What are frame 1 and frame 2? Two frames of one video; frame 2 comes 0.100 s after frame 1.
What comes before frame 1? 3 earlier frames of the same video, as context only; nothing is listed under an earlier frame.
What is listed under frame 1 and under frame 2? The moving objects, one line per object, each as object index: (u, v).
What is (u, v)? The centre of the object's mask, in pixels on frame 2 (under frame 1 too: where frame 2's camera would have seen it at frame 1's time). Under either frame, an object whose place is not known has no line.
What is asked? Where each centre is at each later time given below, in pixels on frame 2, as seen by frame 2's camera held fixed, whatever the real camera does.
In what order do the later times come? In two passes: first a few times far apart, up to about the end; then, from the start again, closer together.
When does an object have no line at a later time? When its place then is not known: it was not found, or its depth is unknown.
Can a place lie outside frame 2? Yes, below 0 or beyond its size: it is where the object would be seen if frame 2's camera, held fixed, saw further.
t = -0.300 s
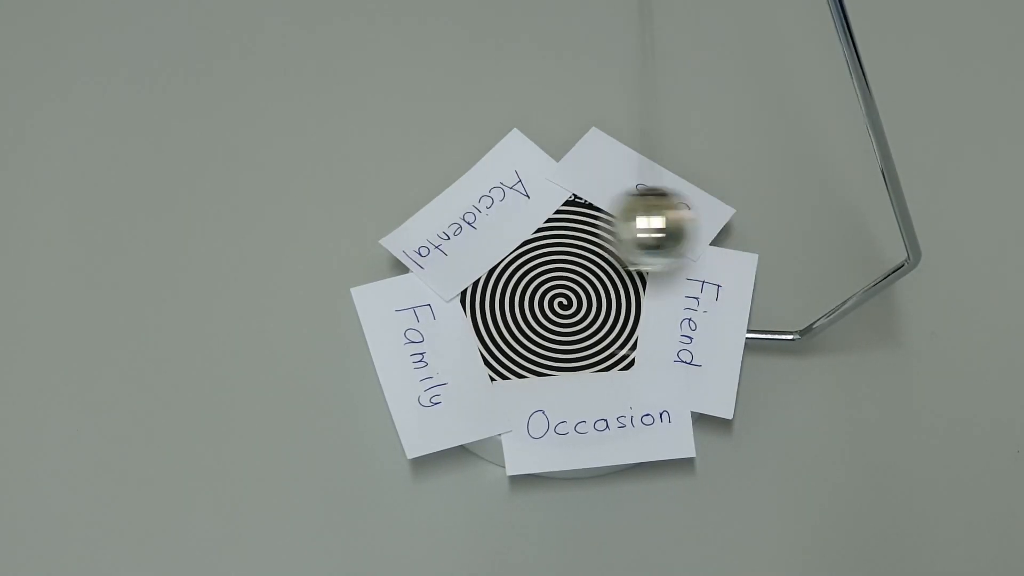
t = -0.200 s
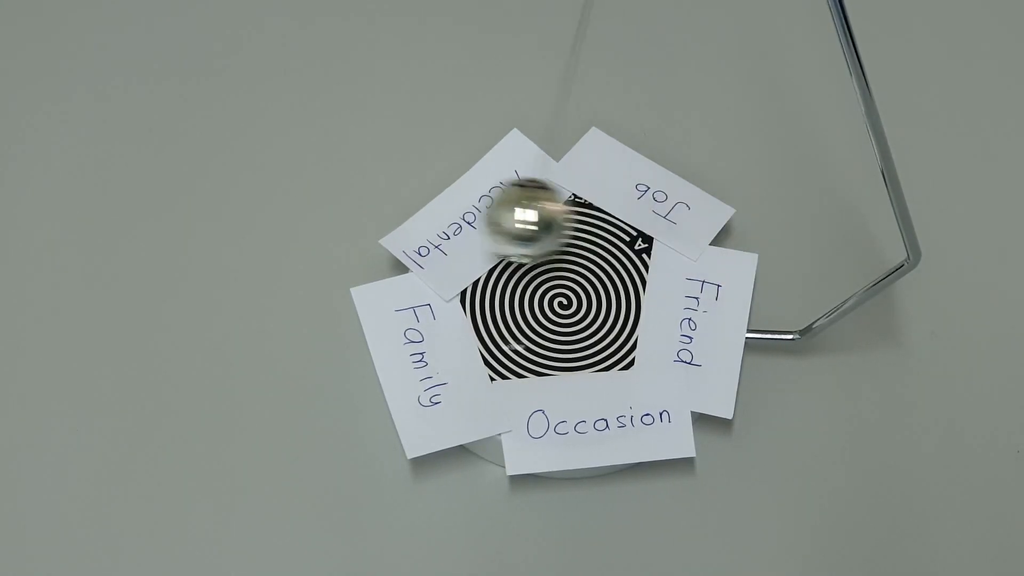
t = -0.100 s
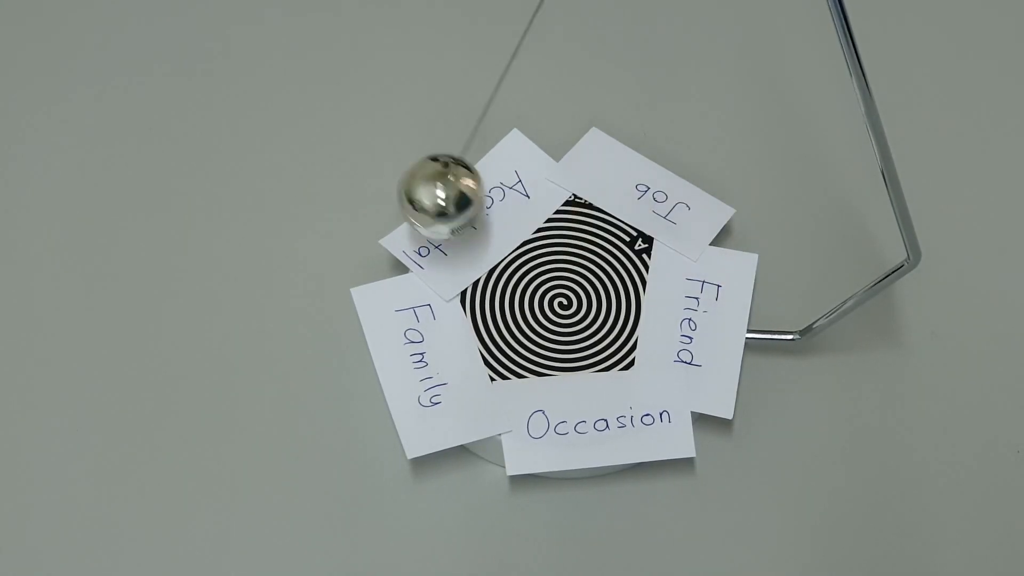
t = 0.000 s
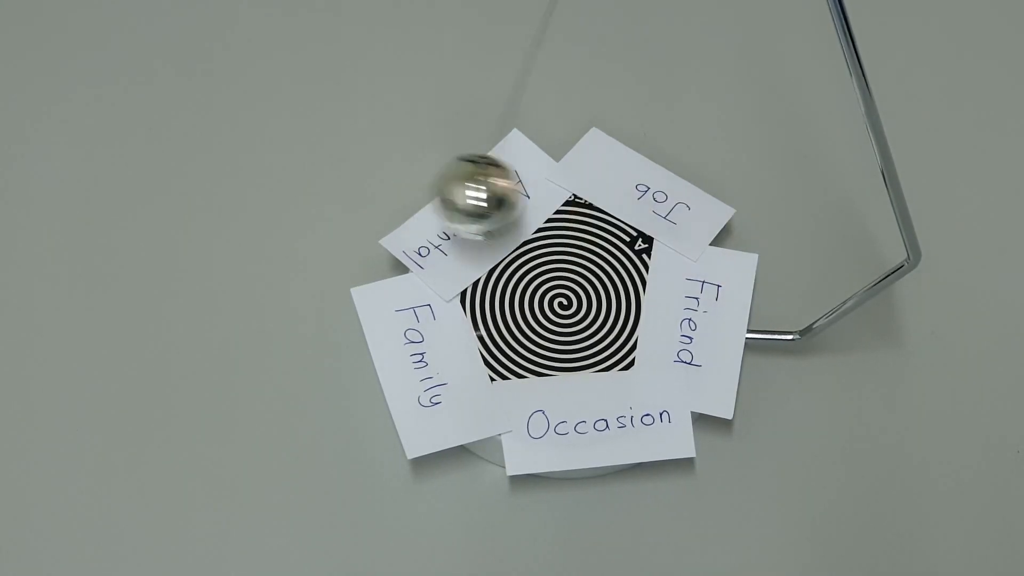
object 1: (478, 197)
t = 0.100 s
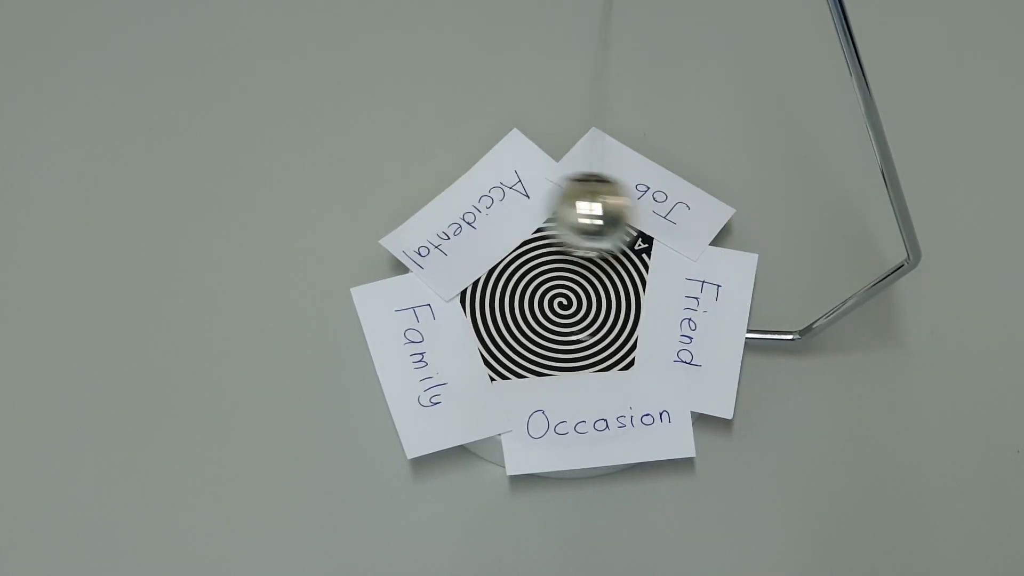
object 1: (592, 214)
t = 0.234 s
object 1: (736, 228)
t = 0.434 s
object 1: (596, 230)
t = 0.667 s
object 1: (468, 199)
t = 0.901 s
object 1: (690, 252)
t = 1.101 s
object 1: (637, 218)
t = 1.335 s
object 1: (465, 217)
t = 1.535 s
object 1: (575, 189)
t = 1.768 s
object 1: (673, 238)
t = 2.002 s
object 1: (610, 350)
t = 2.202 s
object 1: (553, 278)
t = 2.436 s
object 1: (586, 160)
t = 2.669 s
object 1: (571, 227)
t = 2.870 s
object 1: (534, 300)
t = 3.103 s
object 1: (604, 342)
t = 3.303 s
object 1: (662, 258)
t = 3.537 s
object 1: (640, 225)
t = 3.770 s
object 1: (664, 334)
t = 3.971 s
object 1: (638, 241)
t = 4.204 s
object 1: (672, 244)
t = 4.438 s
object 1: (634, 328)
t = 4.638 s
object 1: (666, 274)
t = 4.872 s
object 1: (663, 198)
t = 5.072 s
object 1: (644, 261)
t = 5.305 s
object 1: (618, 233)
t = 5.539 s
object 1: (678, 233)
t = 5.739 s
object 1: (634, 218)
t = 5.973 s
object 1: (654, 225)
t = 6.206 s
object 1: (688, 230)
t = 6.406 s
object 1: (650, 225)
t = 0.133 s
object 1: (631, 216)
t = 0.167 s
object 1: (679, 219)
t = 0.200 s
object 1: (715, 223)
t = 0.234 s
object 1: (736, 228)
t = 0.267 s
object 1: (743, 234)
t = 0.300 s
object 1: (731, 240)
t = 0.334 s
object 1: (706, 246)
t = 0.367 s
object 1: (668, 246)
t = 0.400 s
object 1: (629, 240)
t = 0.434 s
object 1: (596, 230)
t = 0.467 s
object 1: (563, 218)
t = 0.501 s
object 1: (533, 206)
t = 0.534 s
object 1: (506, 193)
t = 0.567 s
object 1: (477, 184)
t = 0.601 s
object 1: (460, 182)
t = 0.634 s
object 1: (457, 187)
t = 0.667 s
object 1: (468, 199)
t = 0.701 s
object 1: (493, 213)
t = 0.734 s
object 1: (521, 224)
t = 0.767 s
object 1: (552, 233)
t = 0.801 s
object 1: (585, 241)
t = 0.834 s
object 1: (618, 248)
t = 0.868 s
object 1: (658, 253)
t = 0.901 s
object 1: (690, 252)
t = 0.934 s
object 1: (716, 243)
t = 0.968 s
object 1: (729, 233)
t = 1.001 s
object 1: (725, 225)
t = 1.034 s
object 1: (708, 219)
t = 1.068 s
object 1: (676, 216)
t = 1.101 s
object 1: (637, 218)
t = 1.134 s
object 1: (605, 222)
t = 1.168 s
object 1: (575, 224)
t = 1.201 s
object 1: (547, 226)
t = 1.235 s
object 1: (521, 227)
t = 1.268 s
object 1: (496, 226)
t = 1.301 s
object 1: (477, 223)
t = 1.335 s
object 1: (465, 217)
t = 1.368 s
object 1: (465, 210)
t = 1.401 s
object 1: (477, 204)
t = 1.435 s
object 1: (498, 198)
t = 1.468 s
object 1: (521, 193)
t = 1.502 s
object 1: (547, 191)
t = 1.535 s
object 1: (575, 189)
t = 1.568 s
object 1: (606, 183)
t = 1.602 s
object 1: (634, 174)
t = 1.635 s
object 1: (653, 171)
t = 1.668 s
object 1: (669, 175)
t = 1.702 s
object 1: (679, 187)
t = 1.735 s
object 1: (682, 208)
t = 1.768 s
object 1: (673, 238)
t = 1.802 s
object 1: (661, 261)
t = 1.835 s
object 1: (646, 282)
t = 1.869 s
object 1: (633, 304)
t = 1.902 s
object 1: (623, 325)
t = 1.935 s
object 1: (619, 340)
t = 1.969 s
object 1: (615, 348)
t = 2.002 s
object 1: (610, 350)
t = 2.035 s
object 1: (603, 346)
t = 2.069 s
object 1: (593, 336)
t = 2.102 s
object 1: (582, 323)
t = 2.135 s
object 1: (570, 308)
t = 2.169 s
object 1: (560, 294)
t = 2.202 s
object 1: (553, 278)
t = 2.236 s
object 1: (548, 262)
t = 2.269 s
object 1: (546, 246)
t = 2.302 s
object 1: (547, 230)
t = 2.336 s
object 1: (549, 214)
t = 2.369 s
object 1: (555, 197)
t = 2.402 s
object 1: (567, 178)
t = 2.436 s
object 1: (586, 160)
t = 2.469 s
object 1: (605, 150)
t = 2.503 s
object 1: (617, 150)
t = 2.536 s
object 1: (620, 161)
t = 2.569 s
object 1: (616, 178)
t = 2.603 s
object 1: (602, 197)
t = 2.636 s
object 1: (586, 213)
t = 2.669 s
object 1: (571, 227)
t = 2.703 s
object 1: (558, 241)
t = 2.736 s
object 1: (548, 253)
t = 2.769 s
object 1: (541, 266)
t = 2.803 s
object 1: (536, 278)
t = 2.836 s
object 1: (534, 290)
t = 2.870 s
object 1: (534, 300)
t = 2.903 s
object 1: (537, 310)
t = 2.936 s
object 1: (545, 319)
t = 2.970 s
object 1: (557, 328)
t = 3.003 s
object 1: (572, 337)
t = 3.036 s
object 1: (586, 344)
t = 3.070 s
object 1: (597, 345)
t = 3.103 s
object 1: (604, 342)
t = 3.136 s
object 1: (609, 334)
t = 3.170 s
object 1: (613, 322)
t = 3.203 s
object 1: (620, 306)
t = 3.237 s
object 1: (633, 289)
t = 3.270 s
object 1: (648, 273)
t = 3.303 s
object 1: (662, 258)
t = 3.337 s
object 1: (674, 237)
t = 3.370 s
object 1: (683, 213)
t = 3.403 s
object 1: (682, 193)
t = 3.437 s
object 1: (675, 187)
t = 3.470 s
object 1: (662, 191)
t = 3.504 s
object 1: (650, 204)
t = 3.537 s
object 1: (640, 225)
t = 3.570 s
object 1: (635, 248)
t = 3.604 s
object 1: (637, 268)
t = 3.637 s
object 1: (640, 287)
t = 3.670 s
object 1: (644, 308)
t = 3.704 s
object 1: (651, 326)
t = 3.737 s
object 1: (660, 335)
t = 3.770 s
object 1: (664, 334)
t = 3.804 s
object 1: (665, 324)
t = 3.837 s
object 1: (661, 307)
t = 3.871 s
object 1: (655, 288)
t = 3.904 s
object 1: (649, 274)
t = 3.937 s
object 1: (643, 259)
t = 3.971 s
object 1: (638, 241)
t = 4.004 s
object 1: (639, 222)
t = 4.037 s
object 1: (646, 204)
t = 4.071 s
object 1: (656, 193)
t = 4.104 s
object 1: (666, 192)
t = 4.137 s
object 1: (674, 201)
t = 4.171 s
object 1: (677, 222)
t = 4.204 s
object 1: (672, 244)
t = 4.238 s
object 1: (664, 260)
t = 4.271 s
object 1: (654, 271)
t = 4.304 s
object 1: (644, 281)
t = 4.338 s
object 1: (634, 294)
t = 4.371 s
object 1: (628, 308)
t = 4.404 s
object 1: (629, 321)
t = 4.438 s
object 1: (634, 328)
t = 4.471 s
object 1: (643, 329)
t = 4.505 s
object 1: (655, 322)
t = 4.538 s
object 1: (666, 308)
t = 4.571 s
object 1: (672, 294)
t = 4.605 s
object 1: (672, 283)
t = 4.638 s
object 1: (666, 274)
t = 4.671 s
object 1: (658, 267)
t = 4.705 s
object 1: (649, 258)
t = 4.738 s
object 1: (641, 245)
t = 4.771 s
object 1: (638, 229)
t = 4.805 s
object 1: (642, 214)
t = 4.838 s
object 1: (651, 202)
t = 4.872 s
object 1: (663, 198)
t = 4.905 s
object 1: (674, 207)
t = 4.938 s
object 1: (680, 224)
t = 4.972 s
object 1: (677, 243)
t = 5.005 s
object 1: (668, 254)
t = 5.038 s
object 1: (656, 259)
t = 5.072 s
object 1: (644, 261)
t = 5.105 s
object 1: (634, 260)
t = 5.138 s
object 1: (626, 257)
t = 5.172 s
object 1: (619, 254)
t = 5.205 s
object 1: (615, 249)
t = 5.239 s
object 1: (614, 244)
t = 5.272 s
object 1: (615, 239)
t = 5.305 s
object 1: (618, 233)
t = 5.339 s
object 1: (625, 227)
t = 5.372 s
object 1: (637, 222)
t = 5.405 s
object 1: (655, 217)
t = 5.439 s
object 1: (677, 217)
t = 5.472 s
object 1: (692, 222)
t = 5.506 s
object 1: (693, 228)
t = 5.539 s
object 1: (678, 233)
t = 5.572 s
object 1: (657, 233)
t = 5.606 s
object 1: (641, 230)
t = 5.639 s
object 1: (631, 225)
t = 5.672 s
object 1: (627, 222)
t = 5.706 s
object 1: (628, 219)
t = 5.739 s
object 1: (634, 218)
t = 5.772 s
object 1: (645, 219)
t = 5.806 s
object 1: (663, 222)
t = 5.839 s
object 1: (682, 227)
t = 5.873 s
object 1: (691, 230)
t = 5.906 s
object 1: (687, 231)
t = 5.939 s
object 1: (671, 229)
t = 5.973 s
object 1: (654, 225)
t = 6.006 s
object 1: (642, 221)
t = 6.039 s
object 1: (637, 219)
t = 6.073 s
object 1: (640, 219)
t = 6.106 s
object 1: (649, 223)
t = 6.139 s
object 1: (666, 227)
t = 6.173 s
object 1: (682, 230)
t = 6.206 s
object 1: (688, 230)
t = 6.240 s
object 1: (683, 228)
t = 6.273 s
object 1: (668, 225)
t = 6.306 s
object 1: (653, 222)
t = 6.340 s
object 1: (644, 221)
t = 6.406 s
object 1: (650, 225)
